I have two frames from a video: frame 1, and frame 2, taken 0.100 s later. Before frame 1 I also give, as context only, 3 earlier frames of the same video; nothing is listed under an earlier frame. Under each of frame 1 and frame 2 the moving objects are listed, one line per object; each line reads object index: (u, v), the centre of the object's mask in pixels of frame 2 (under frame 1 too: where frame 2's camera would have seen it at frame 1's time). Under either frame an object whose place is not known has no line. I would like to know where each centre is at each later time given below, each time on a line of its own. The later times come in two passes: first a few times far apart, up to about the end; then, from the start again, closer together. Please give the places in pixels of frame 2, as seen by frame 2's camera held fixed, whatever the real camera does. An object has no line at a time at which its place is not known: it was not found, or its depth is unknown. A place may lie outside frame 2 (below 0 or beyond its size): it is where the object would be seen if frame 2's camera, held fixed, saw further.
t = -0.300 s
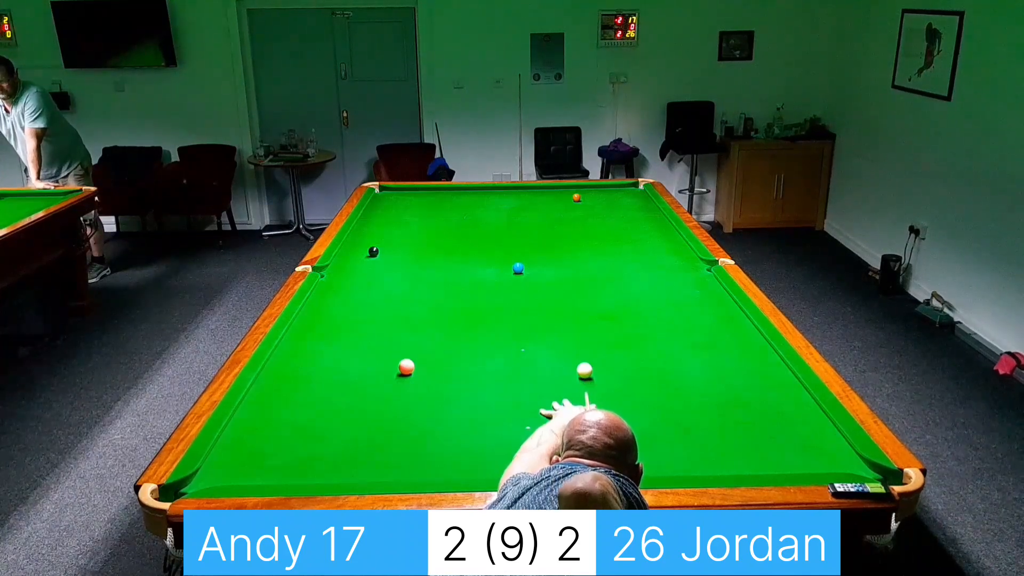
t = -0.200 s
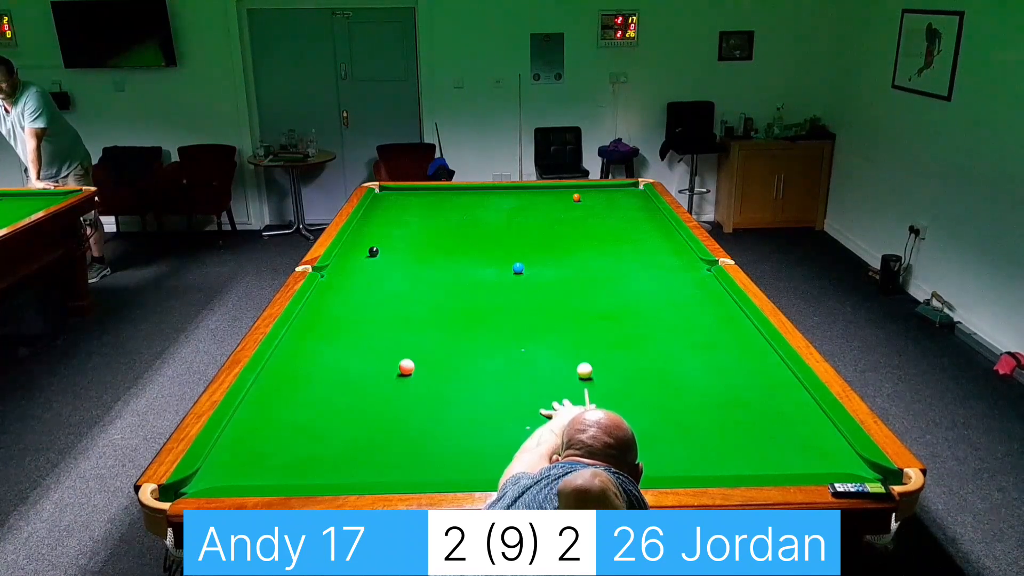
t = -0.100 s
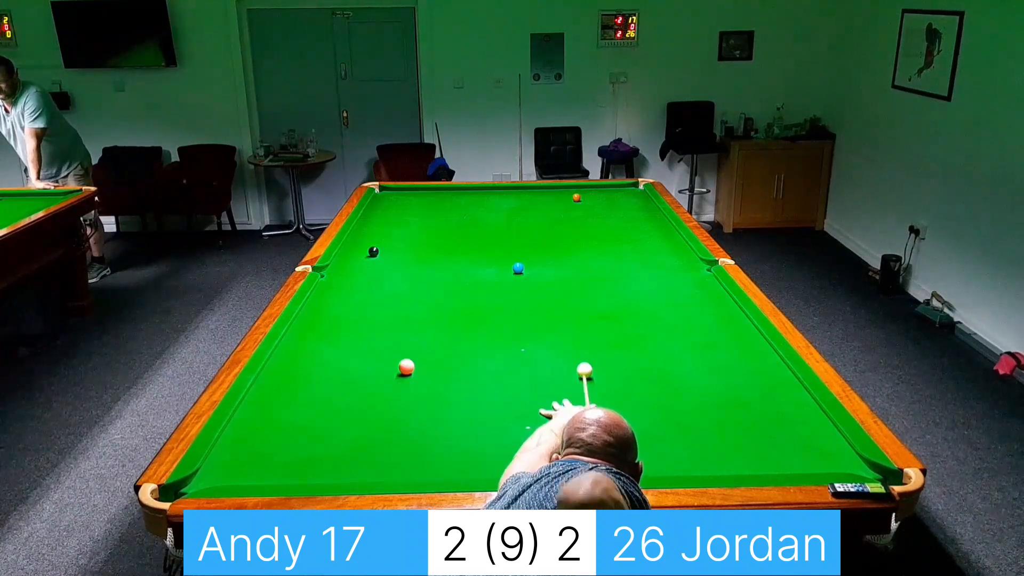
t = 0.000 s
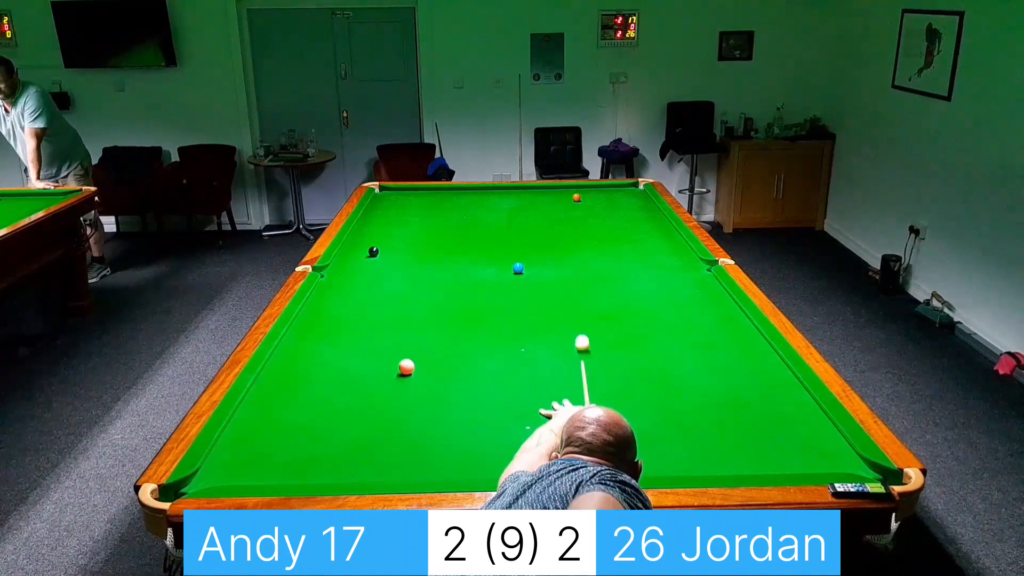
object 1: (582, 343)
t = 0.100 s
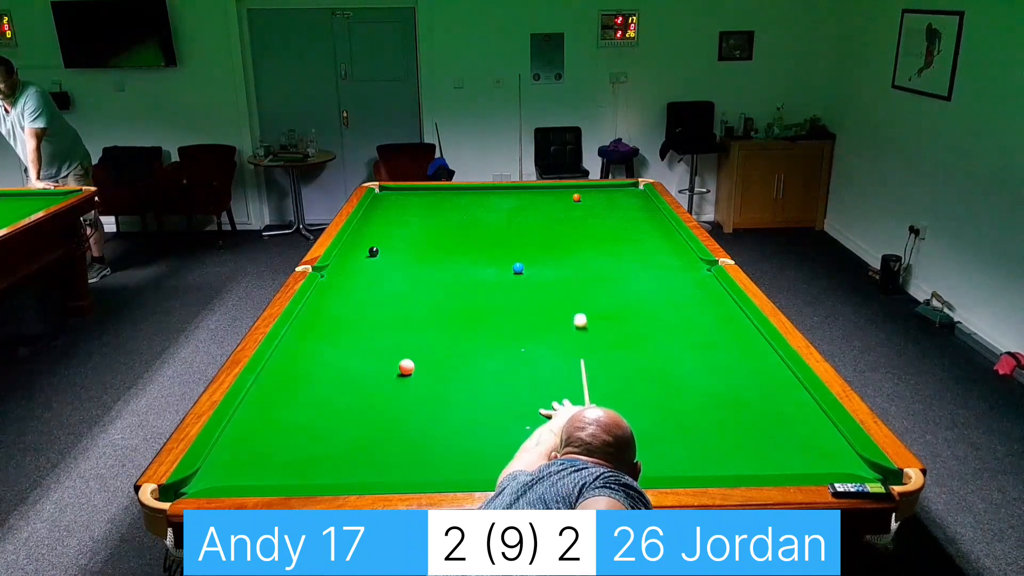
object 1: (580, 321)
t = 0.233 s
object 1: (578, 298)
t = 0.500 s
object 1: (575, 268)
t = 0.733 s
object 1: (574, 247)
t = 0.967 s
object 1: (572, 230)
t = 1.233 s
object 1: (571, 213)
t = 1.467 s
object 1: (569, 200)
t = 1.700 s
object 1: (554, 192)
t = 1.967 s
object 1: (538, 189)
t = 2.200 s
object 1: (527, 194)
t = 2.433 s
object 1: (515, 199)
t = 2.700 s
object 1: (502, 205)
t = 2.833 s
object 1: (496, 208)
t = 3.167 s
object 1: (479, 215)
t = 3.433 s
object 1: (466, 221)
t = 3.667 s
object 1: (454, 227)
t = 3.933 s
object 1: (440, 233)
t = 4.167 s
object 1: (428, 239)
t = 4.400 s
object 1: (416, 244)
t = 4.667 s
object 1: (402, 251)
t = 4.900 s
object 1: (390, 256)
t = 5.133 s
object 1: (378, 262)
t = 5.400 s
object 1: (364, 268)
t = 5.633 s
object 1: (353, 273)
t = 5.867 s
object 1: (341, 279)
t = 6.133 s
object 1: (329, 284)
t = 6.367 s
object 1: (321, 289)
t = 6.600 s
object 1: (322, 292)
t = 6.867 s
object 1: (324, 296)
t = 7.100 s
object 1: (326, 299)
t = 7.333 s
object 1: (328, 301)
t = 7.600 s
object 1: (330, 304)
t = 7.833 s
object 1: (332, 305)
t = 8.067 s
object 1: (333, 306)
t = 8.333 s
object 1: (334, 308)
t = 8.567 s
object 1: (335, 308)
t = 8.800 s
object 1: (335, 308)
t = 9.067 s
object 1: (335, 308)
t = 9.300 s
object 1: (335, 308)
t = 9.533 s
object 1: (335, 308)
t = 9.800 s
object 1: (335, 308)
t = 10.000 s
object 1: (335, 308)
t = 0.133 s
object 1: (580, 315)
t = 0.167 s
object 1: (579, 309)
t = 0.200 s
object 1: (579, 304)
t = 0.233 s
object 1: (578, 298)
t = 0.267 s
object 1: (578, 294)
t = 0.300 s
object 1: (578, 289)
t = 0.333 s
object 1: (577, 285)
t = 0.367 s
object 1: (577, 282)
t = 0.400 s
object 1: (577, 278)
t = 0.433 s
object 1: (576, 275)
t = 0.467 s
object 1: (576, 271)
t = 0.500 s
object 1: (575, 268)
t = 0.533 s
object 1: (575, 265)
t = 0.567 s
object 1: (575, 262)
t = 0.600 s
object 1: (575, 259)
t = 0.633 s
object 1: (574, 256)
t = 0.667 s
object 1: (574, 253)
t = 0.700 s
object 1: (574, 250)
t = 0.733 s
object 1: (574, 247)
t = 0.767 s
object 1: (574, 245)
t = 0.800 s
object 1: (573, 242)
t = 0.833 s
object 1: (573, 240)
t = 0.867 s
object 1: (573, 237)
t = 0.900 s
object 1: (573, 235)
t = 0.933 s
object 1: (573, 232)
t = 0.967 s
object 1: (572, 230)
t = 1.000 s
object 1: (572, 228)
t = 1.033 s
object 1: (572, 225)
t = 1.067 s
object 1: (572, 223)
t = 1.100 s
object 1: (571, 221)
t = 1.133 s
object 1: (571, 219)
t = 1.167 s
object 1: (571, 217)
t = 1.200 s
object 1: (571, 215)
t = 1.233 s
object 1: (571, 213)
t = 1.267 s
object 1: (571, 211)
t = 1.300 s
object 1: (570, 209)
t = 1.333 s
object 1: (570, 208)
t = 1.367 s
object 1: (570, 206)
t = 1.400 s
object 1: (570, 204)
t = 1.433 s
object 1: (570, 202)
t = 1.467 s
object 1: (569, 200)
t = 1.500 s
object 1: (569, 199)
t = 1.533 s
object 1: (567, 198)
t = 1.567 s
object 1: (564, 197)
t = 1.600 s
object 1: (561, 195)
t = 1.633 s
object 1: (559, 194)
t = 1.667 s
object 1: (556, 193)
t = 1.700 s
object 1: (554, 192)
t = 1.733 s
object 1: (551, 191)
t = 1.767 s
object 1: (549, 190)
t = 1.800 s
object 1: (547, 189)
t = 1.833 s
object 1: (545, 188)
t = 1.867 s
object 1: (542, 187)
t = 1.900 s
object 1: (541, 187)
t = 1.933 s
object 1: (539, 188)
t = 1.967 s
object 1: (538, 189)
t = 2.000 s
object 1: (536, 189)
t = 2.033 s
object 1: (535, 190)
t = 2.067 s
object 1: (533, 191)
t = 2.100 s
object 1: (531, 192)
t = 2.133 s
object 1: (530, 192)
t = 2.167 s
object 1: (528, 193)
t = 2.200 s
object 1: (527, 194)
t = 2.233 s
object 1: (525, 194)
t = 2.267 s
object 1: (523, 195)
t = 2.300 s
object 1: (522, 196)
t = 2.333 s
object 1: (520, 197)
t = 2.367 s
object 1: (519, 197)
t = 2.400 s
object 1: (517, 198)
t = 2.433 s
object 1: (515, 199)
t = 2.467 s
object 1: (514, 200)
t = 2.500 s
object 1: (512, 200)
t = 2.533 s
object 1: (510, 201)
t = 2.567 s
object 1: (509, 202)
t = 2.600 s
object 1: (507, 203)
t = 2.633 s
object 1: (506, 203)
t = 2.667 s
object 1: (504, 204)
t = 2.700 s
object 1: (502, 205)
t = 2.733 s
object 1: (501, 206)
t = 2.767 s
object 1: (499, 206)
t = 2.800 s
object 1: (497, 207)
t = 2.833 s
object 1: (496, 208)
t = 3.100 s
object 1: (484, 212)
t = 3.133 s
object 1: (481, 214)
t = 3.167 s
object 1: (479, 215)
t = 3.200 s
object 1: (477, 216)
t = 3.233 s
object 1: (476, 217)
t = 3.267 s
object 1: (474, 218)
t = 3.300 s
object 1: (472, 218)
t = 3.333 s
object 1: (471, 219)
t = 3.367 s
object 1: (469, 220)
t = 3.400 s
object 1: (467, 221)
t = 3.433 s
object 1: (466, 221)
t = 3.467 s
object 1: (464, 222)
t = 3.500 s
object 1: (462, 223)
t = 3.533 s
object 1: (461, 224)
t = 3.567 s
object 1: (459, 225)
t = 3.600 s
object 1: (457, 225)
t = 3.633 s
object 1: (456, 226)
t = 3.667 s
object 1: (454, 227)
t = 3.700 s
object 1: (452, 228)
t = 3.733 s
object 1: (450, 229)
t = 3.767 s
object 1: (449, 229)
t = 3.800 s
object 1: (447, 230)
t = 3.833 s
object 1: (445, 231)
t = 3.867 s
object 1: (444, 232)
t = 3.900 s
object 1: (442, 233)
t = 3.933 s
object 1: (440, 233)
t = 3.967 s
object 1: (438, 234)
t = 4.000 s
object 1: (436, 235)
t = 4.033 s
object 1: (435, 236)
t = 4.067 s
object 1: (433, 237)
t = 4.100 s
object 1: (431, 237)
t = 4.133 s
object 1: (429, 238)
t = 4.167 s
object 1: (428, 239)
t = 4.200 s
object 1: (426, 240)
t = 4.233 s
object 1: (424, 240)
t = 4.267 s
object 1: (423, 241)
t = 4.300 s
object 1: (421, 242)
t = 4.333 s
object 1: (419, 243)
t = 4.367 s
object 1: (417, 244)
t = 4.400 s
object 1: (416, 244)
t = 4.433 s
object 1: (414, 245)
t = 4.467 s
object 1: (412, 246)
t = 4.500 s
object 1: (410, 247)
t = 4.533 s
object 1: (409, 248)
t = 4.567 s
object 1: (407, 248)
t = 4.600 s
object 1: (405, 249)
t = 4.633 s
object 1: (404, 250)
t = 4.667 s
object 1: (402, 251)
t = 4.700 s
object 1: (400, 251)
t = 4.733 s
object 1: (398, 252)
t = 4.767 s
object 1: (397, 253)
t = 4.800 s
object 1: (395, 254)
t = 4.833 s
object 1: (393, 255)
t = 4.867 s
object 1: (391, 255)
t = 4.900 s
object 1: (390, 256)
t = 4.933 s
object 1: (388, 257)
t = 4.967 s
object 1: (386, 258)
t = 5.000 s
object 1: (385, 259)
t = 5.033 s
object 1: (383, 259)
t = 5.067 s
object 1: (381, 260)
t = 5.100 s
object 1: (380, 261)
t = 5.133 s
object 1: (378, 262)
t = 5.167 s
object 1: (376, 263)
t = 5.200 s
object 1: (375, 263)
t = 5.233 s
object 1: (373, 264)
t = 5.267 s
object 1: (371, 265)
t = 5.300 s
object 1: (369, 266)
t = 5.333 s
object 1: (368, 266)
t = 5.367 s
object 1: (366, 267)
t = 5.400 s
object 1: (364, 268)
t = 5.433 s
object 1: (363, 269)
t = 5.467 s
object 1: (361, 270)
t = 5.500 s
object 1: (359, 270)
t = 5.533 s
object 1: (358, 271)
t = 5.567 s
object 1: (356, 272)
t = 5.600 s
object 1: (354, 272)
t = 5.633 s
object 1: (353, 273)
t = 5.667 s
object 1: (351, 274)
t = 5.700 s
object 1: (349, 275)
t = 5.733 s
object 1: (348, 275)
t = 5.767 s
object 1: (346, 276)
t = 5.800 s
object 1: (344, 277)
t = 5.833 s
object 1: (343, 278)
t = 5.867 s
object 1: (341, 279)
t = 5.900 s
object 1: (340, 279)
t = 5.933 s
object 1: (338, 280)
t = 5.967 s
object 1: (336, 281)
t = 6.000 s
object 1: (335, 281)
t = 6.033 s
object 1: (333, 282)
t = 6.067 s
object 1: (332, 283)
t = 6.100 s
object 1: (330, 283)
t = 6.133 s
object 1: (329, 284)
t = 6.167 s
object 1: (327, 285)
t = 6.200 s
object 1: (326, 285)
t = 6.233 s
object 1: (324, 286)
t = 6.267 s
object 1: (322, 287)
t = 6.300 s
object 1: (321, 288)
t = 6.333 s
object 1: (320, 288)
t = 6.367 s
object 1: (321, 289)
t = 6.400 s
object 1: (321, 289)
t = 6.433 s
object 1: (321, 290)
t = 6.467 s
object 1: (321, 290)
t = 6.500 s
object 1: (322, 291)
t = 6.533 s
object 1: (322, 291)
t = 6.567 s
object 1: (322, 292)
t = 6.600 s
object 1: (322, 292)
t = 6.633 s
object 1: (323, 293)
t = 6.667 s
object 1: (323, 293)
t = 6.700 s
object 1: (323, 294)
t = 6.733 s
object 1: (323, 294)
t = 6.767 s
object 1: (324, 295)
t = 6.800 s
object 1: (324, 295)
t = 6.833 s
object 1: (324, 296)
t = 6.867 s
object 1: (324, 296)
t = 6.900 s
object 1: (325, 297)
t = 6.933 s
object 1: (325, 297)
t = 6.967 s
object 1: (325, 297)
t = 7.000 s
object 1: (325, 298)
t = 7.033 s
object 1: (326, 298)
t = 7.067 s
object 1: (326, 299)
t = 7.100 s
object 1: (326, 299)
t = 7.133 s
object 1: (327, 299)
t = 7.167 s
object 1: (327, 300)
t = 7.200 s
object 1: (327, 300)
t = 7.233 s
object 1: (327, 300)
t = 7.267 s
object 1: (328, 301)
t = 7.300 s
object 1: (328, 301)
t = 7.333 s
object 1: (328, 301)
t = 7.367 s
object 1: (328, 302)
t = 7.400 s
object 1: (329, 302)
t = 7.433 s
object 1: (329, 302)
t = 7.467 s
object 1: (329, 303)
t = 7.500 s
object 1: (329, 303)
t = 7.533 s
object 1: (330, 303)
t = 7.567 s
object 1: (330, 303)
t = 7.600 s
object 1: (330, 304)
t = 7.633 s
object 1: (330, 304)
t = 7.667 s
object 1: (331, 304)
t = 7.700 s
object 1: (331, 304)
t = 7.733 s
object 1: (331, 305)
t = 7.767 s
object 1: (331, 305)
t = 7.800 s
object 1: (331, 305)
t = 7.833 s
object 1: (332, 305)
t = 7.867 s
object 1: (332, 305)
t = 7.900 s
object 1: (332, 306)
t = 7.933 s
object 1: (332, 306)
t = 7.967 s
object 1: (333, 306)
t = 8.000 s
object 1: (333, 306)
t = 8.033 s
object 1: (333, 306)
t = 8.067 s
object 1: (333, 306)
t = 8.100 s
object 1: (333, 307)
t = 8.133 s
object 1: (333, 307)
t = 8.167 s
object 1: (334, 307)
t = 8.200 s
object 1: (334, 307)
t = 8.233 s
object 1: (334, 307)
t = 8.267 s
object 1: (334, 307)
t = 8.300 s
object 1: (334, 307)
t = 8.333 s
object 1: (334, 308)
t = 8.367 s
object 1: (334, 308)
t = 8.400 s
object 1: (334, 308)
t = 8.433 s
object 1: (334, 308)
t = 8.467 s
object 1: (335, 308)
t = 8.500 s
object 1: (335, 308)
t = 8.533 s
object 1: (335, 308)
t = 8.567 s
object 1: (335, 308)
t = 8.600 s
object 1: (335, 308)
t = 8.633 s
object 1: (335, 308)
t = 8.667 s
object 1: (335, 308)
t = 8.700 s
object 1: (335, 308)
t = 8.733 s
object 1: (335, 308)
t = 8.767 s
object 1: (335, 308)
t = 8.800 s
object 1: (335, 308)
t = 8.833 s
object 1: (335, 308)
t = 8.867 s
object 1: (335, 308)
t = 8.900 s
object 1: (335, 308)
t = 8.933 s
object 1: (335, 308)
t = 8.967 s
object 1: (335, 308)
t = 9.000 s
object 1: (335, 308)
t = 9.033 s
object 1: (335, 308)
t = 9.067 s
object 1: (335, 308)
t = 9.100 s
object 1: (335, 308)
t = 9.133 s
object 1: (335, 308)
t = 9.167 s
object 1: (335, 308)
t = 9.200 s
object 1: (335, 308)
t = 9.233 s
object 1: (335, 308)
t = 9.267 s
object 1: (335, 308)
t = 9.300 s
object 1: (335, 308)
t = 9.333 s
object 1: (335, 308)
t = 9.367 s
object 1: (335, 308)
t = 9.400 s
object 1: (335, 308)
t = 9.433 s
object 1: (335, 308)
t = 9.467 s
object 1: (335, 308)
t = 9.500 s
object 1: (335, 308)
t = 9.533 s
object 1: (335, 308)
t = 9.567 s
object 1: (335, 308)
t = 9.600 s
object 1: (335, 308)
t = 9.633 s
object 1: (335, 308)
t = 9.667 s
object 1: (335, 308)
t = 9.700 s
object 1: (335, 308)
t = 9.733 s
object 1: (335, 308)
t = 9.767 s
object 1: (335, 308)
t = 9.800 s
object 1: (335, 308)
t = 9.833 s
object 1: (335, 308)
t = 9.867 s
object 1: (335, 308)
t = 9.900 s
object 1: (335, 308)
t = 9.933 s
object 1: (335, 308)
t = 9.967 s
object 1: (335, 308)
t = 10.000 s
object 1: (335, 308)
